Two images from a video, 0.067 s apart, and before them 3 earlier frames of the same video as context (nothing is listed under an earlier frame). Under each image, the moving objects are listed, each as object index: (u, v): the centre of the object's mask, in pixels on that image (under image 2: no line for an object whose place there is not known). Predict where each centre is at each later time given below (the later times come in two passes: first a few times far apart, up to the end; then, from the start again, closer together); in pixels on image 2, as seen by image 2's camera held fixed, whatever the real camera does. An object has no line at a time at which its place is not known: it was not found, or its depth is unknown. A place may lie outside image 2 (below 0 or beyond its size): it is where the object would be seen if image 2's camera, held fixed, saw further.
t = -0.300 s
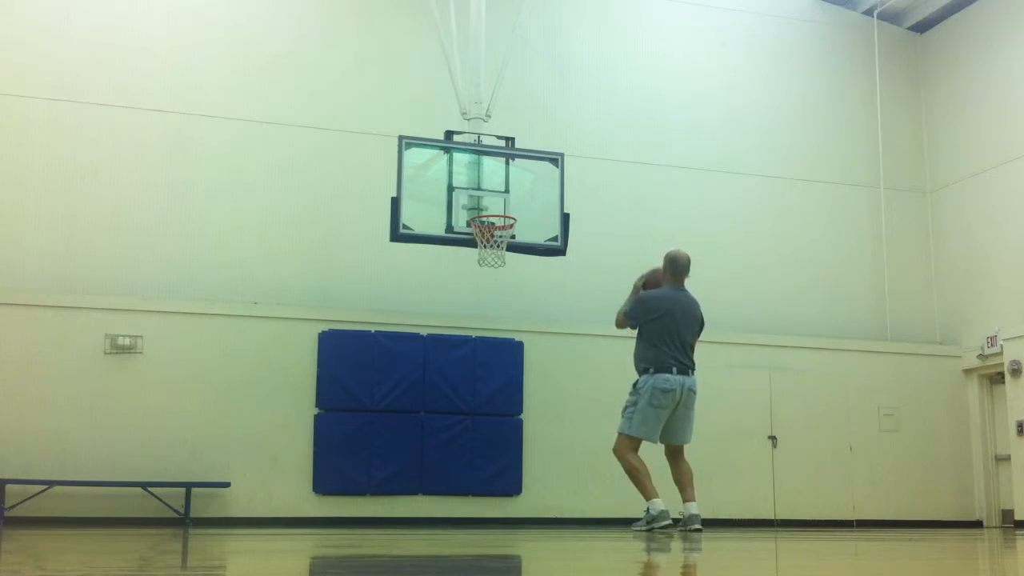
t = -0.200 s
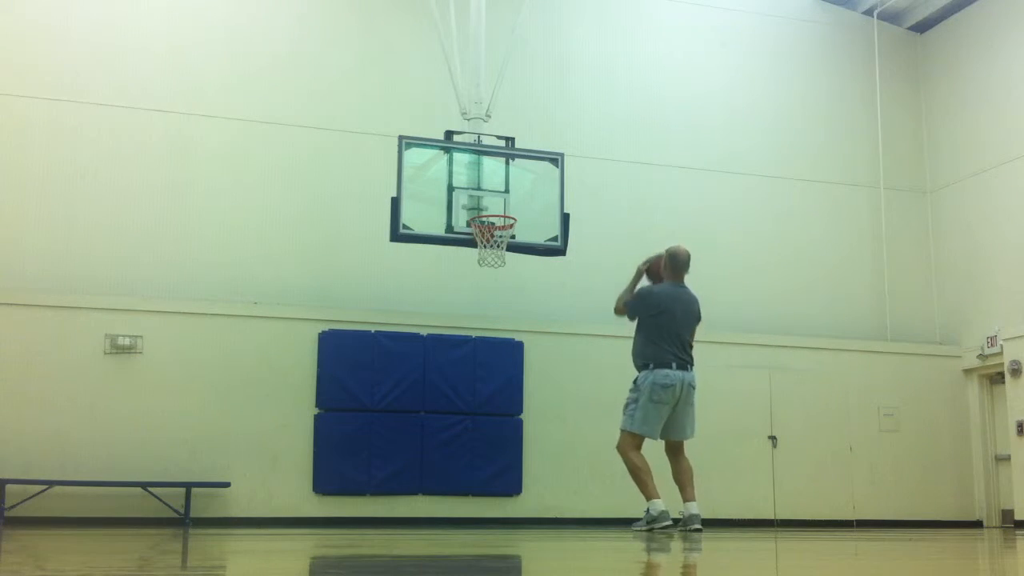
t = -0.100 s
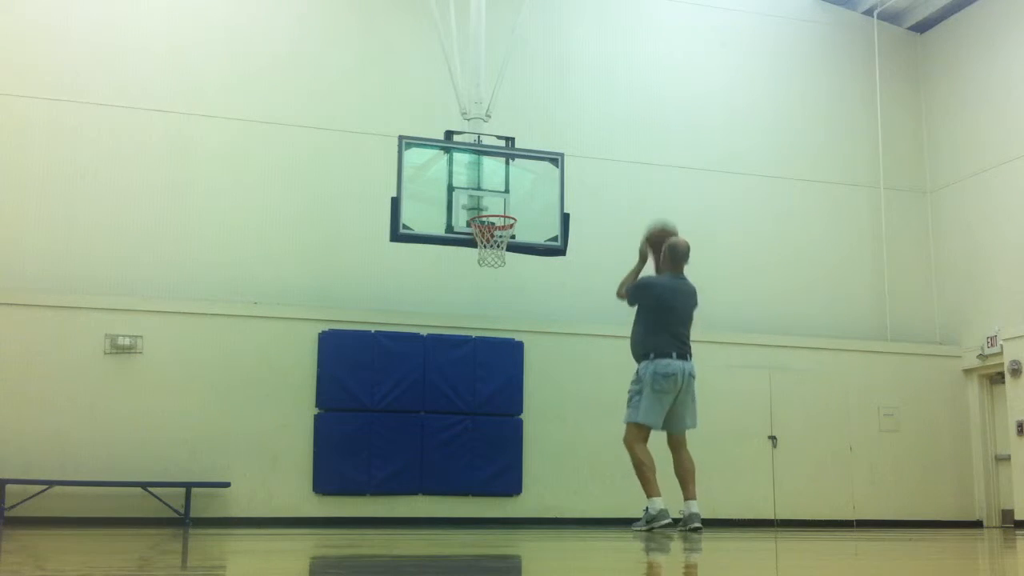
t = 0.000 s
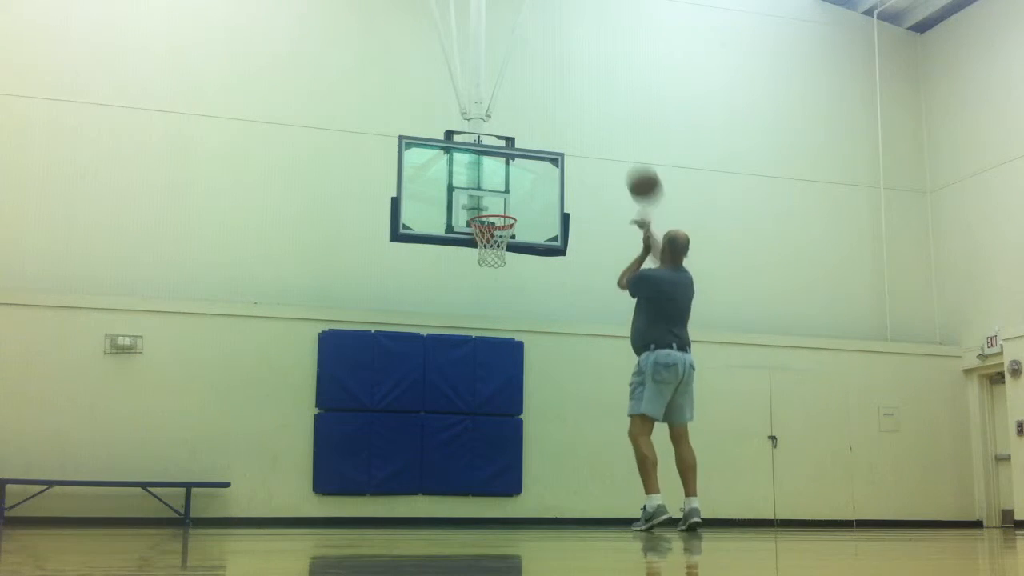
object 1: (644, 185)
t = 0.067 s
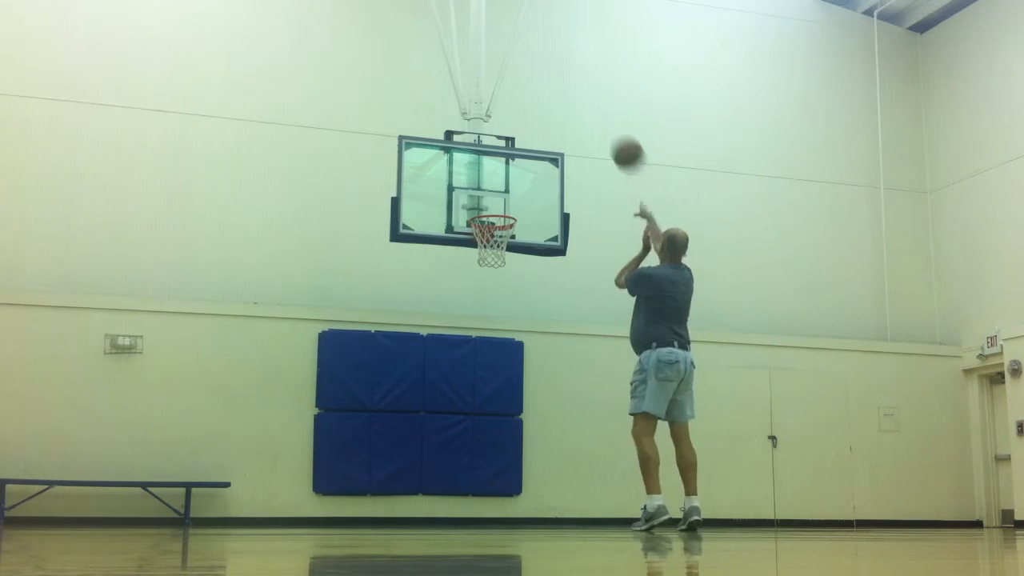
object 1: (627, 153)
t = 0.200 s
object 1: (598, 112)
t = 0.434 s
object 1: (556, 96)
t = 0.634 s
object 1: (527, 126)
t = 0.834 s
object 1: (499, 189)
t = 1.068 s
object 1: (490, 276)
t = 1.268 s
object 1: (496, 362)
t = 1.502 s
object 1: (502, 507)
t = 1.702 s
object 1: (516, 414)
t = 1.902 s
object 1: (530, 357)
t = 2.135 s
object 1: (546, 340)
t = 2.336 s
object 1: (561, 372)
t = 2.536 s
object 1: (578, 456)
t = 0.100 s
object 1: (620, 140)
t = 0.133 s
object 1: (612, 130)
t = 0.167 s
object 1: (605, 120)
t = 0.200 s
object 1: (598, 112)
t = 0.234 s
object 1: (592, 106)
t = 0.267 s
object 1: (585, 101)
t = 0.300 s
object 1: (579, 98)
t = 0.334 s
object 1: (573, 95)
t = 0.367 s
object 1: (567, 95)
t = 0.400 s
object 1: (562, 95)
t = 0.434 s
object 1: (556, 96)
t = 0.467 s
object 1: (551, 98)
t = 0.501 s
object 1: (546, 102)
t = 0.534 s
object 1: (541, 106)
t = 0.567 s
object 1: (536, 112)
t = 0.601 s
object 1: (531, 118)
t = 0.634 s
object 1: (527, 126)
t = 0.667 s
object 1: (523, 133)
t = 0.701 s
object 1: (519, 141)
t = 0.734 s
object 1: (514, 154)
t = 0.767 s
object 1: (509, 165)
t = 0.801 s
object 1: (504, 176)
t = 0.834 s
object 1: (499, 189)
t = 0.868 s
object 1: (496, 201)
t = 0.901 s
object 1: (492, 213)
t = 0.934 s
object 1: (493, 230)
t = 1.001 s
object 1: (488, 261)
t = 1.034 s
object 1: (490, 265)
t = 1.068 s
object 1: (490, 276)
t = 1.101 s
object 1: (491, 287)
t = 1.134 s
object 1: (492, 299)
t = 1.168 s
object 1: (493, 313)
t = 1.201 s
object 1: (494, 327)
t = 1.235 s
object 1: (495, 347)
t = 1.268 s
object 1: (496, 362)
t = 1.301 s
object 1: (497, 384)
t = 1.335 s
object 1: (498, 403)
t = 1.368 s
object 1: (499, 423)
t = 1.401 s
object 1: (500, 447)
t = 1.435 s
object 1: (500, 474)
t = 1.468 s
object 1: (500, 506)
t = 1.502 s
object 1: (502, 507)
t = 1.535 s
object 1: (503, 491)
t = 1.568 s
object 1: (505, 472)
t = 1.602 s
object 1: (509, 458)
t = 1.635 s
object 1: (511, 440)
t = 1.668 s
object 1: (513, 427)
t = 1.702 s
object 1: (516, 414)
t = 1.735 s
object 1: (518, 402)
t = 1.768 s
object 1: (521, 391)
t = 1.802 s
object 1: (523, 381)
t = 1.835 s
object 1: (524, 372)
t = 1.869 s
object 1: (527, 364)
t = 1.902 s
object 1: (530, 357)
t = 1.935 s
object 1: (532, 352)
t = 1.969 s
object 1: (534, 347)
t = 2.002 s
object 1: (536, 343)
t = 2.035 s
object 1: (539, 341)
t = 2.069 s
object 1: (541, 340)
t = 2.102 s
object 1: (543, 339)
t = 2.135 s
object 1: (546, 340)
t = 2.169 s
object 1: (548, 342)
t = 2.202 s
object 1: (551, 346)
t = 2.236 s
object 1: (553, 351)
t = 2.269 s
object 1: (556, 357)
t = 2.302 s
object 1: (559, 364)
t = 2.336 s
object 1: (561, 372)
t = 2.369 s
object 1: (564, 382)
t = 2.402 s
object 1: (567, 394)
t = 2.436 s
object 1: (570, 408)
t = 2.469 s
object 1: (573, 423)
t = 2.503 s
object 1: (575, 439)
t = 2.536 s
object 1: (578, 456)
